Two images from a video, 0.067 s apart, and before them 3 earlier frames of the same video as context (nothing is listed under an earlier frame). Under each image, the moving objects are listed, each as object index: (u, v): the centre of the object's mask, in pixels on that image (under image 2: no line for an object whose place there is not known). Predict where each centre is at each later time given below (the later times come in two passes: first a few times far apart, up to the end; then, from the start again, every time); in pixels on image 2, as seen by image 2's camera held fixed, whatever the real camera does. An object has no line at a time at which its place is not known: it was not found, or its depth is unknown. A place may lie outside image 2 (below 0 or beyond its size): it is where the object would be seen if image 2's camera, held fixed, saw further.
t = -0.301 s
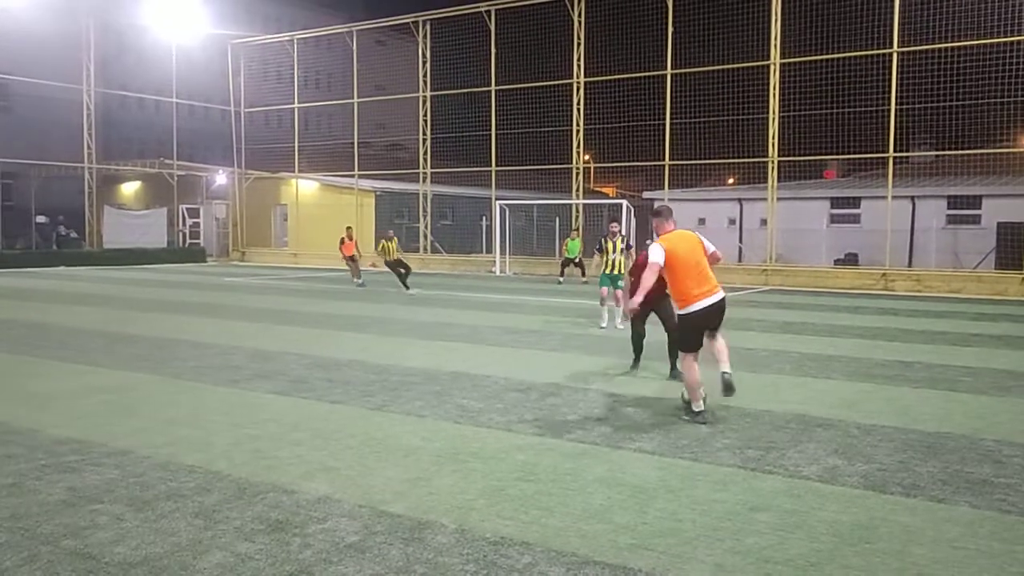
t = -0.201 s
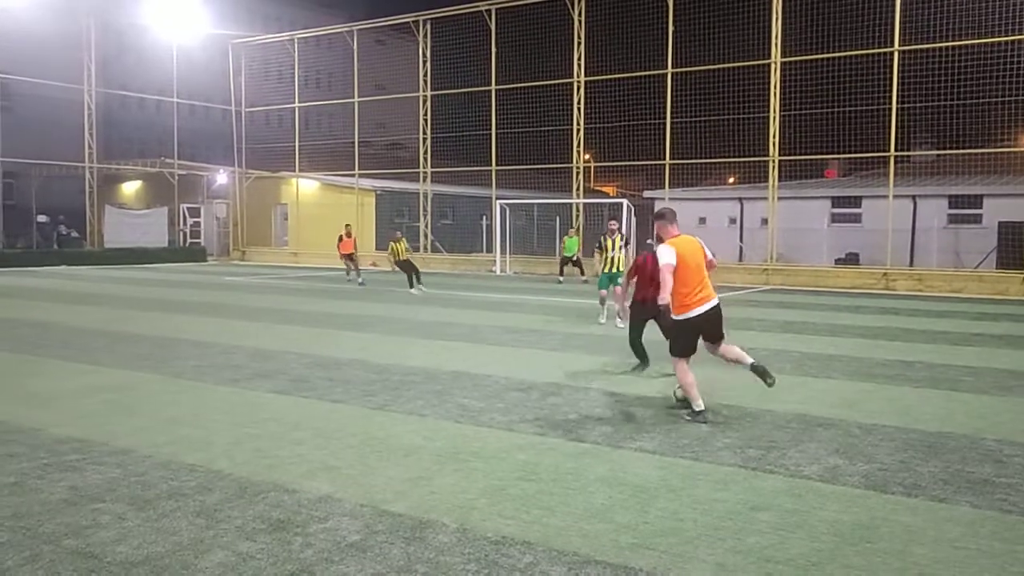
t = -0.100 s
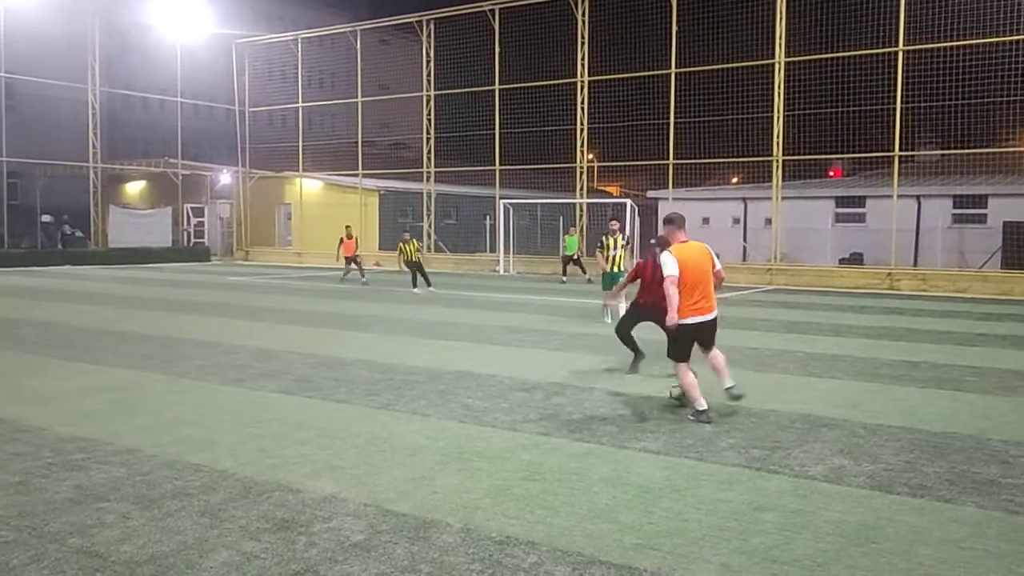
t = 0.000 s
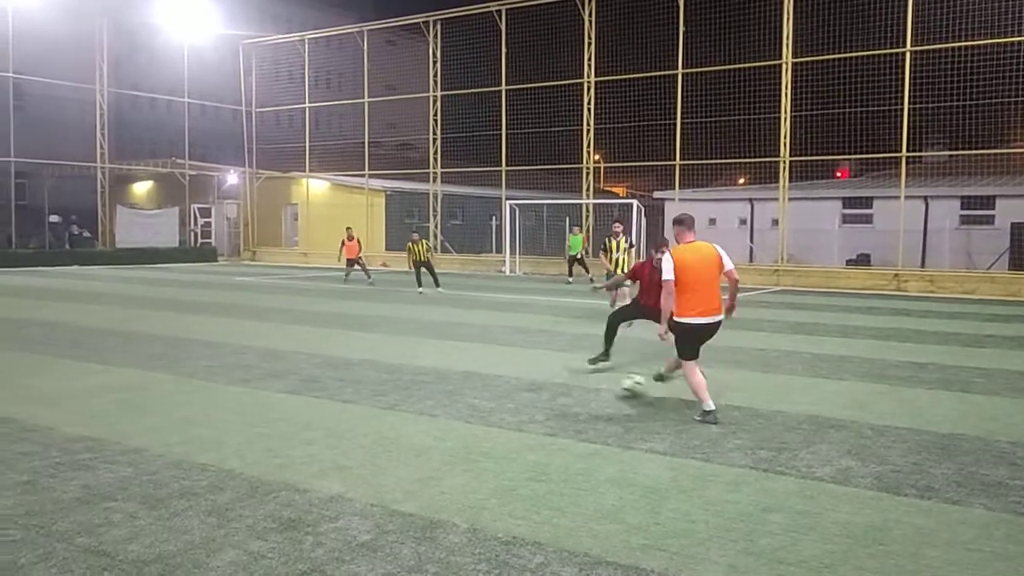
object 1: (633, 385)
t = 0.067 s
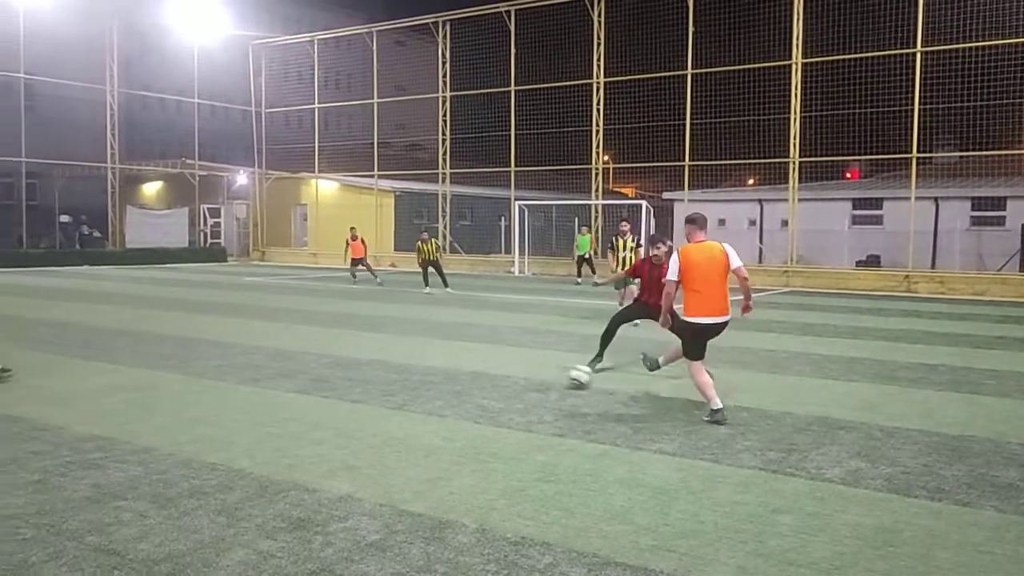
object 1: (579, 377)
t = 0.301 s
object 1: (421, 355)
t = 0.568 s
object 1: (305, 337)
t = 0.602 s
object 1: (294, 336)
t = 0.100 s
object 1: (553, 373)
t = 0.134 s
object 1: (526, 370)
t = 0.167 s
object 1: (503, 367)
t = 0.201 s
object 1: (481, 363)
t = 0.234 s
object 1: (461, 360)
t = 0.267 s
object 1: (440, 357)
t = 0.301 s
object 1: (421, 355)
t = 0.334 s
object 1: (404, 352)
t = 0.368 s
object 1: (387, 348)
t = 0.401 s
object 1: (371, 345)
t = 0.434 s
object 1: (357, 344)
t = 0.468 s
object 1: (343, 343)
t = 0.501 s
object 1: (329, 341)
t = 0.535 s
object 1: (317, 338)
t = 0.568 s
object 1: (305, 337)
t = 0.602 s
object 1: (294, 336)
